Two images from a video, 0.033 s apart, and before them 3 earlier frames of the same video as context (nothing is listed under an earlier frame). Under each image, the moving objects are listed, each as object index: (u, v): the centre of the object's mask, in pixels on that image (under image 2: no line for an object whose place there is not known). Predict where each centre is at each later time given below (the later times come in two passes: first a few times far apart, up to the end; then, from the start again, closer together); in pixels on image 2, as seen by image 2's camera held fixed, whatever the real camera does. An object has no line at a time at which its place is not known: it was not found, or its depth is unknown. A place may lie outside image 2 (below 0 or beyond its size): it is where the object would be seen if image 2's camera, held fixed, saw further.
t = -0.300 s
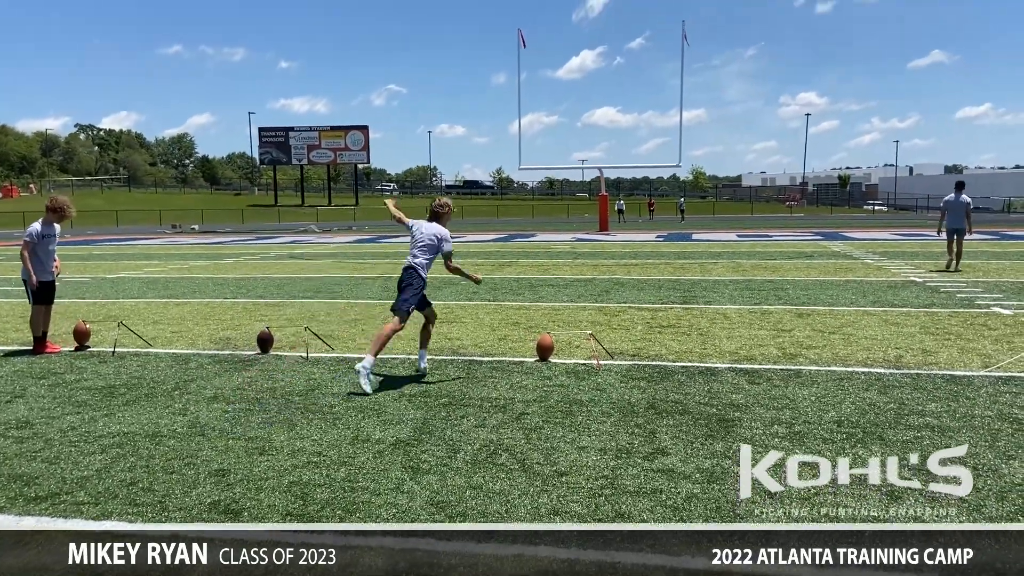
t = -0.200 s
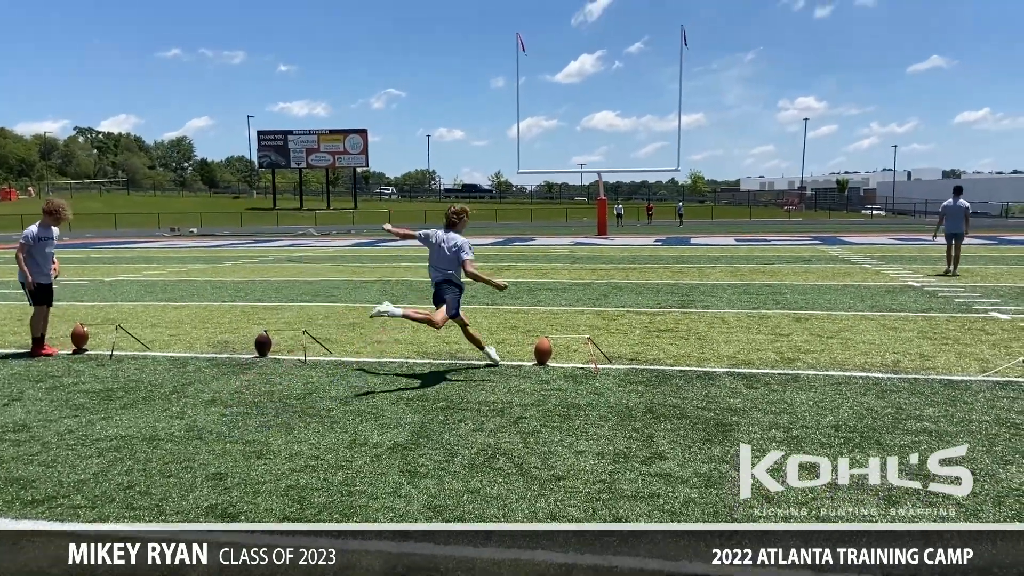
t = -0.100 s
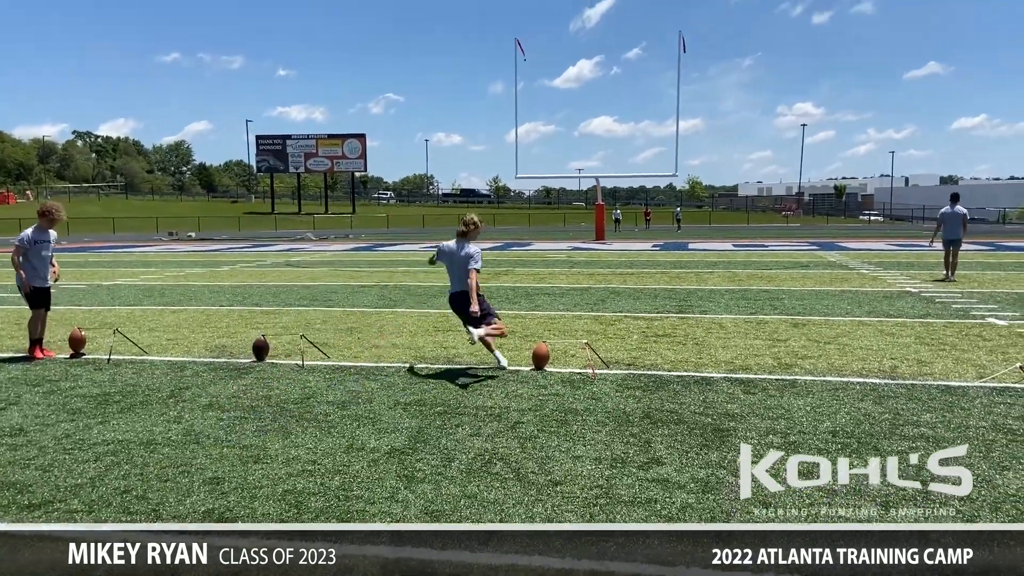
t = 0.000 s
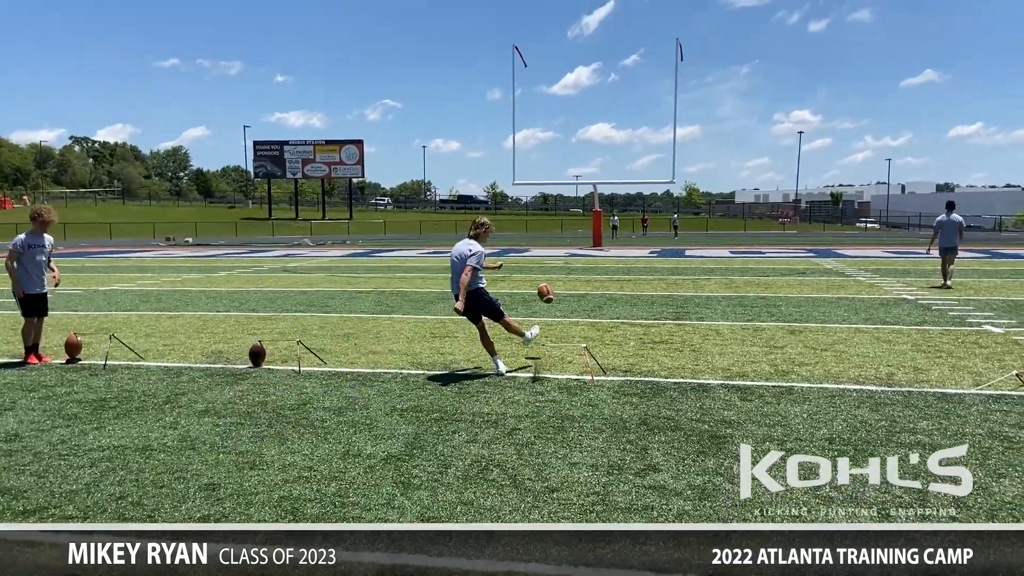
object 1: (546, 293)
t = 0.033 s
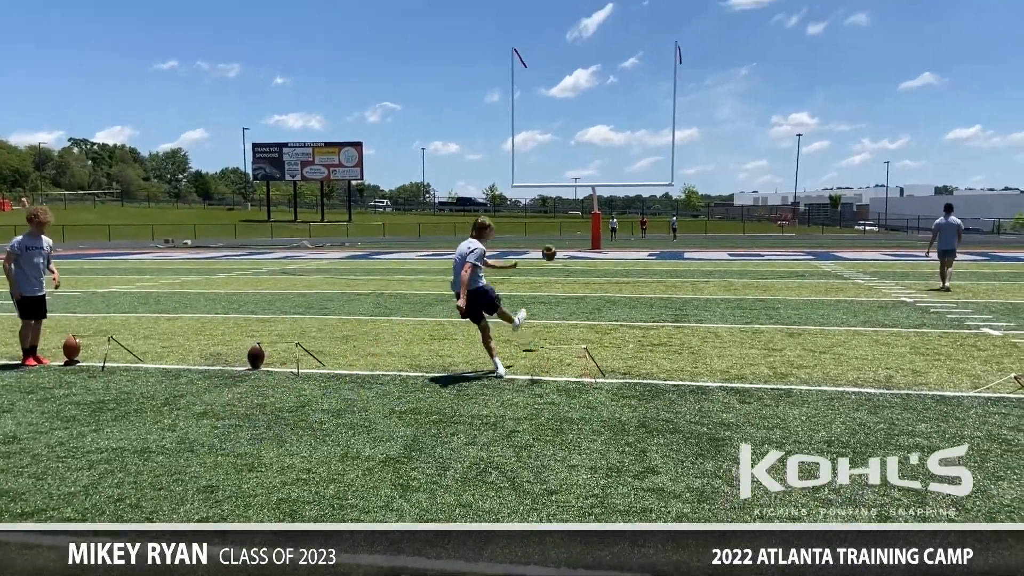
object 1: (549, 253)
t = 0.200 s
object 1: (563, 117)
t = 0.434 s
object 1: (575, 30)
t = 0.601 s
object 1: (582, 1)
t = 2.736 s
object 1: (589, 190)
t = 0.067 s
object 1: (553, 217)
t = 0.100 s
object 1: (556, 186)
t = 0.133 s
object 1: (559, 159)
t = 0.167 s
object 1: (561, 136)
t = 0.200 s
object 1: (563, 117)
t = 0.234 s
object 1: (565, 98)
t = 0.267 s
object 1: (567, 83)
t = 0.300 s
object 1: (569, 70)
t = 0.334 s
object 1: (571, 58)
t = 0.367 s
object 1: (572, 47)
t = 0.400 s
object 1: (574, 38)
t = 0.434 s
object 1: (575, 30)
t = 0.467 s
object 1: (576, 22)
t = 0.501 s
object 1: (578, 16)
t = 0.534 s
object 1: (579, 11)
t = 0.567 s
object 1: (580, 5)
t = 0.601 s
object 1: (582, 1)
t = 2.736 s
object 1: (589, 190)
